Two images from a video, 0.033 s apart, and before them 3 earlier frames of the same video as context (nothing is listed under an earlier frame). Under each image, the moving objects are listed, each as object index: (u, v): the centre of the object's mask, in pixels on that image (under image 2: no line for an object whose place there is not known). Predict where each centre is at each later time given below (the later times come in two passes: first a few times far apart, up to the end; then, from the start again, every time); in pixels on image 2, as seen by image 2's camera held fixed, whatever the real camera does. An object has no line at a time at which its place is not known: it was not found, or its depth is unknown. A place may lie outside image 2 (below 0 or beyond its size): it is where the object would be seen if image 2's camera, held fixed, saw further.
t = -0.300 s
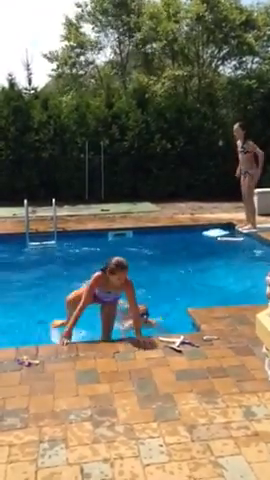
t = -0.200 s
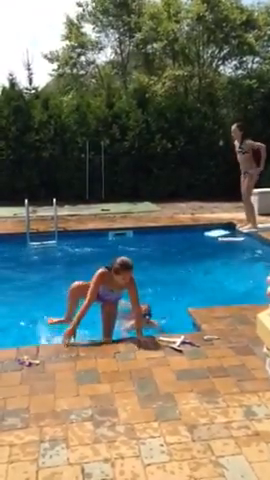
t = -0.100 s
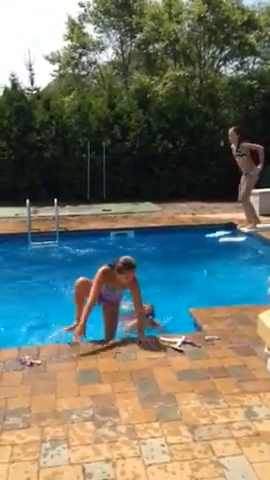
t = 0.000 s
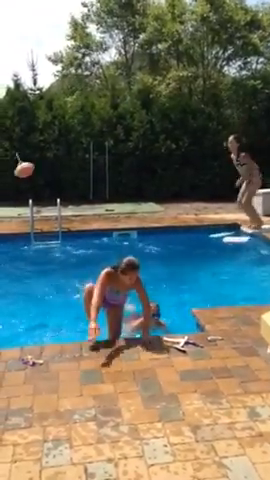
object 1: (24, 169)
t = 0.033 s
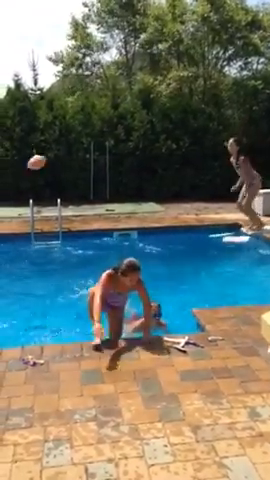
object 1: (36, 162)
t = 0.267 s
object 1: (107, 142)
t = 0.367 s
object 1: (132, 148)
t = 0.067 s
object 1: (48, 156)
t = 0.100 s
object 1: (58, 151)
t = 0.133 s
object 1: (69, 147)
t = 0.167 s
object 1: (79, 144)
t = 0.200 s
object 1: (90, 143)
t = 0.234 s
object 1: (98, 142)
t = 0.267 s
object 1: (107, 142)
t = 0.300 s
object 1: (116, 143)
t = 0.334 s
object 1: (124, 145)
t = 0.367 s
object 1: (132, 148)
